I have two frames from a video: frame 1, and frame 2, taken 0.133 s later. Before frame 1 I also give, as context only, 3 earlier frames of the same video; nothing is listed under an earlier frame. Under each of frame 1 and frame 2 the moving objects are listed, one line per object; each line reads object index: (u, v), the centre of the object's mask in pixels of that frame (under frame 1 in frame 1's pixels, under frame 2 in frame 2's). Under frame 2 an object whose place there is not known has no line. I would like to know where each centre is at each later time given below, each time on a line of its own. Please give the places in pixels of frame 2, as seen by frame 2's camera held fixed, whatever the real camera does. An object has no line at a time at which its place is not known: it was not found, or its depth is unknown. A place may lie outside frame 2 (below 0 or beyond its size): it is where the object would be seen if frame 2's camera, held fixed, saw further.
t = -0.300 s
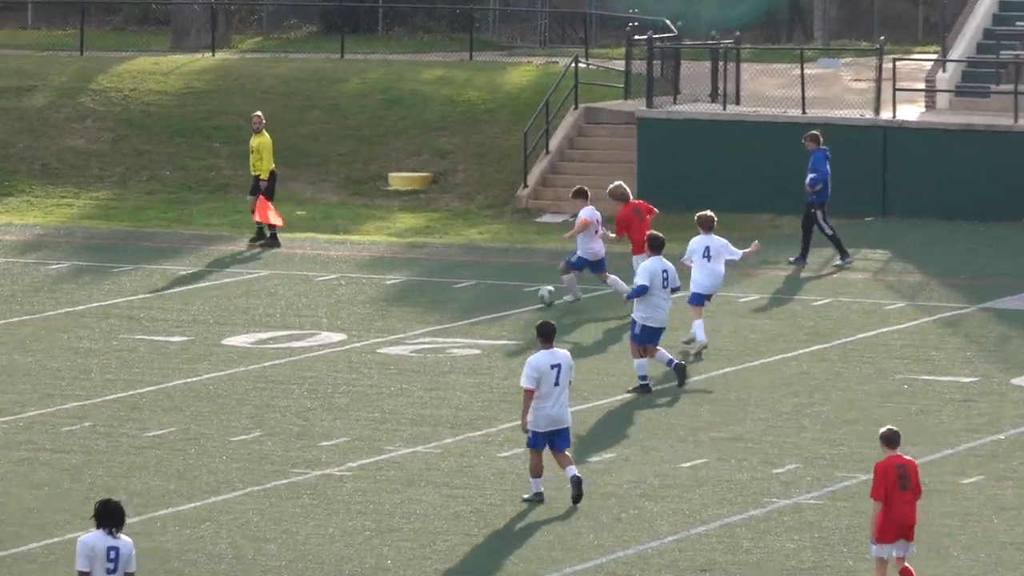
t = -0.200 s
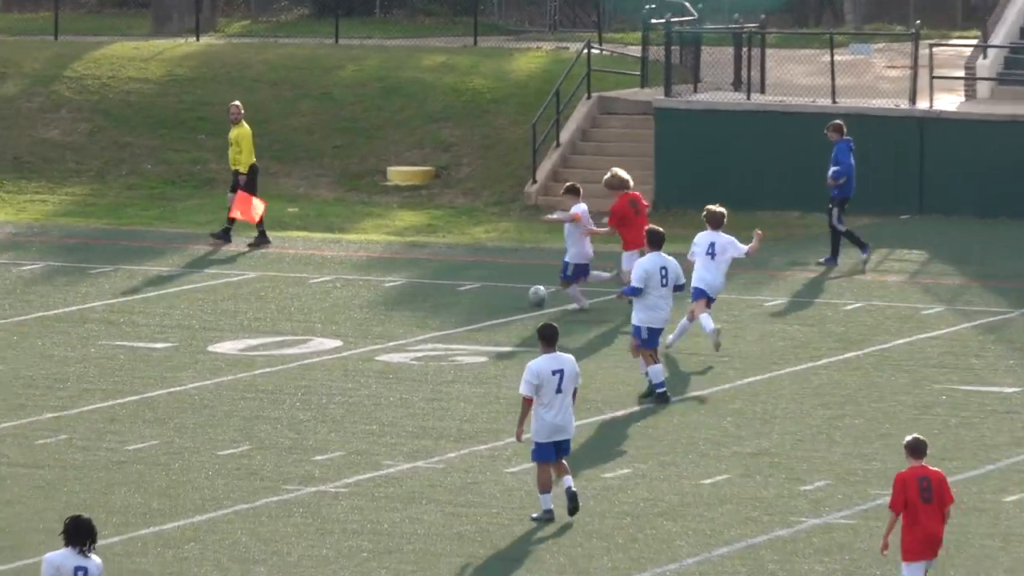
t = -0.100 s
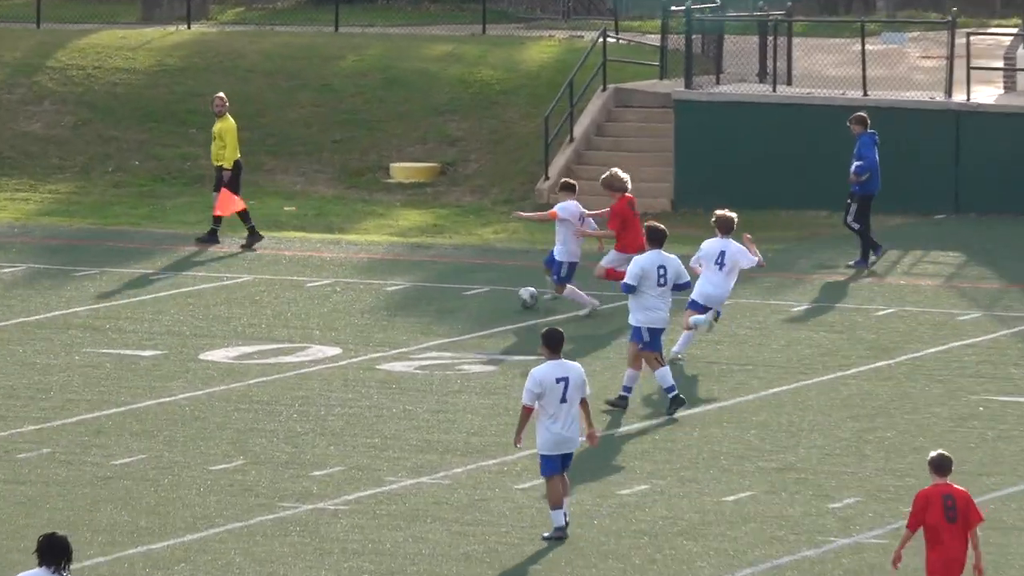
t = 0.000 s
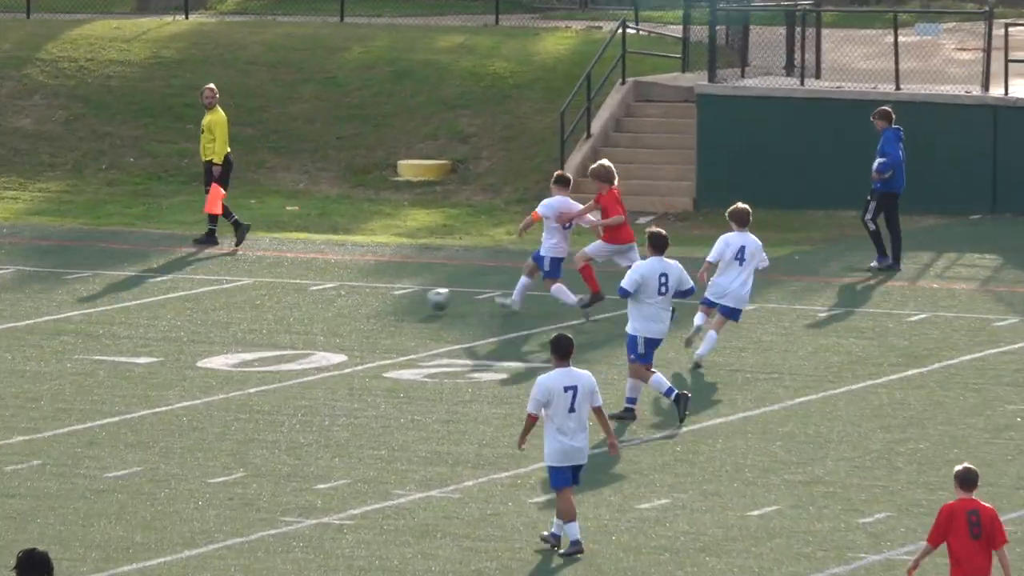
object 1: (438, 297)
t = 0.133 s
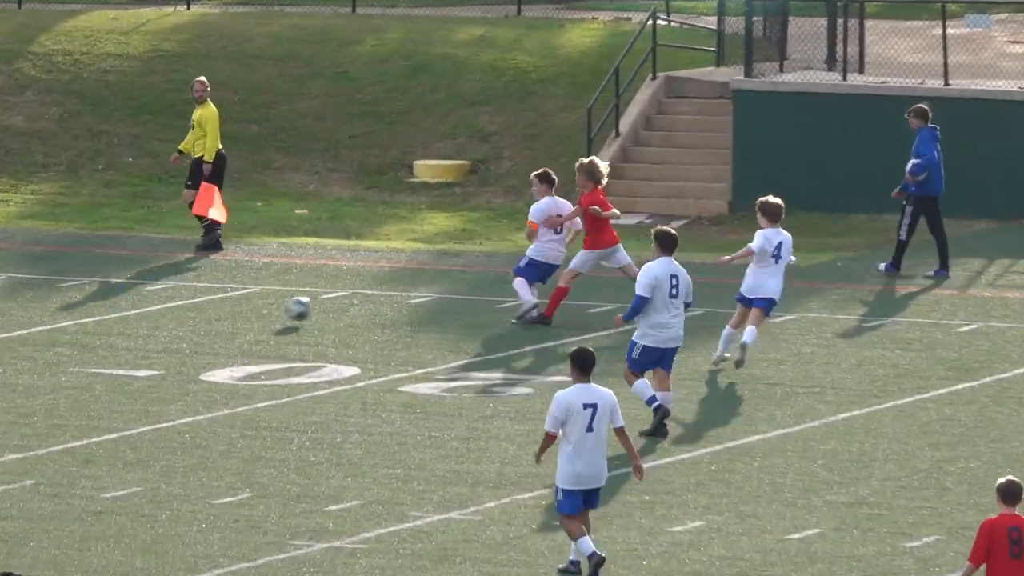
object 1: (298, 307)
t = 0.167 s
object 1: (262, 306)
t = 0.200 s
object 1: (224, 307)
